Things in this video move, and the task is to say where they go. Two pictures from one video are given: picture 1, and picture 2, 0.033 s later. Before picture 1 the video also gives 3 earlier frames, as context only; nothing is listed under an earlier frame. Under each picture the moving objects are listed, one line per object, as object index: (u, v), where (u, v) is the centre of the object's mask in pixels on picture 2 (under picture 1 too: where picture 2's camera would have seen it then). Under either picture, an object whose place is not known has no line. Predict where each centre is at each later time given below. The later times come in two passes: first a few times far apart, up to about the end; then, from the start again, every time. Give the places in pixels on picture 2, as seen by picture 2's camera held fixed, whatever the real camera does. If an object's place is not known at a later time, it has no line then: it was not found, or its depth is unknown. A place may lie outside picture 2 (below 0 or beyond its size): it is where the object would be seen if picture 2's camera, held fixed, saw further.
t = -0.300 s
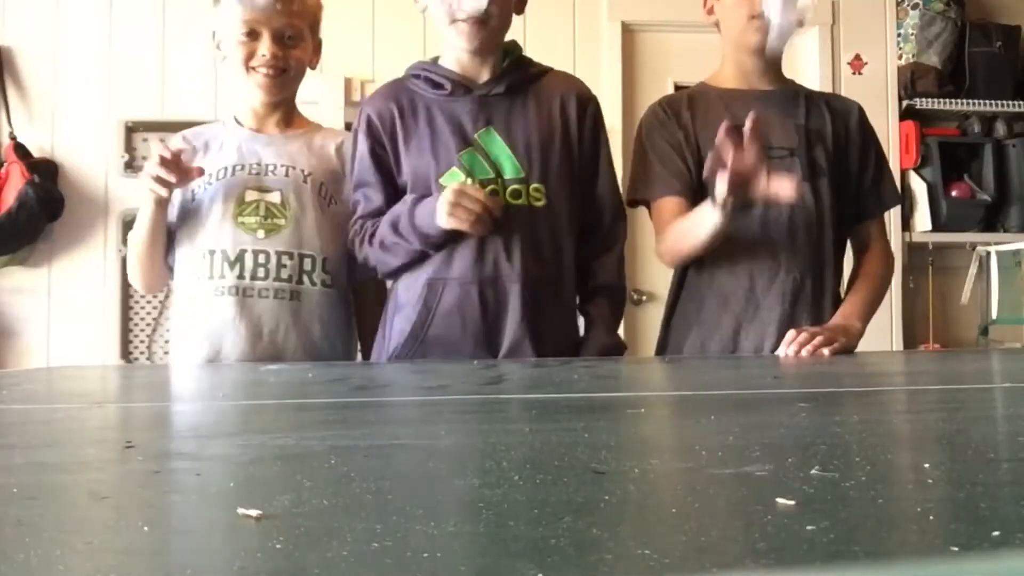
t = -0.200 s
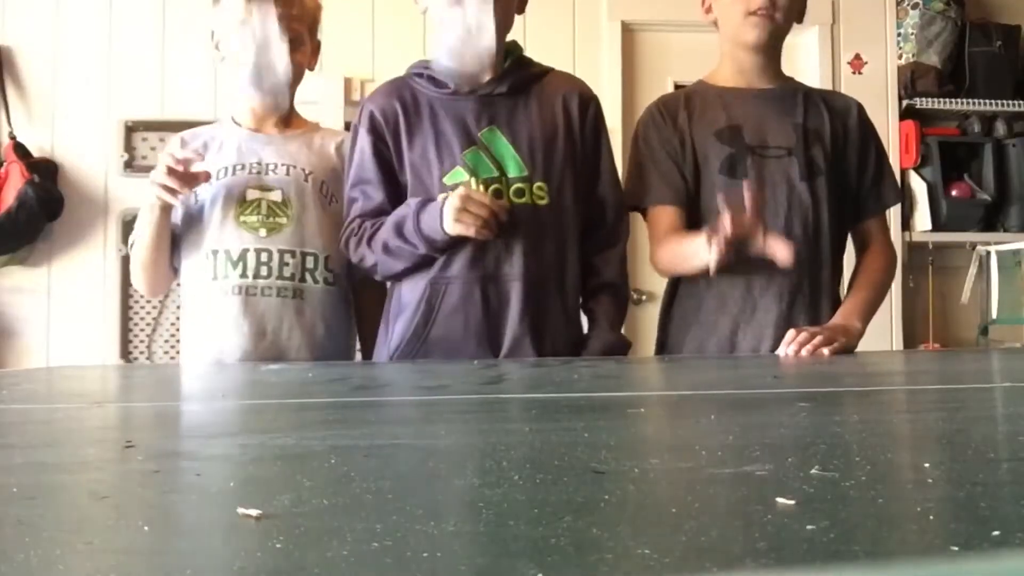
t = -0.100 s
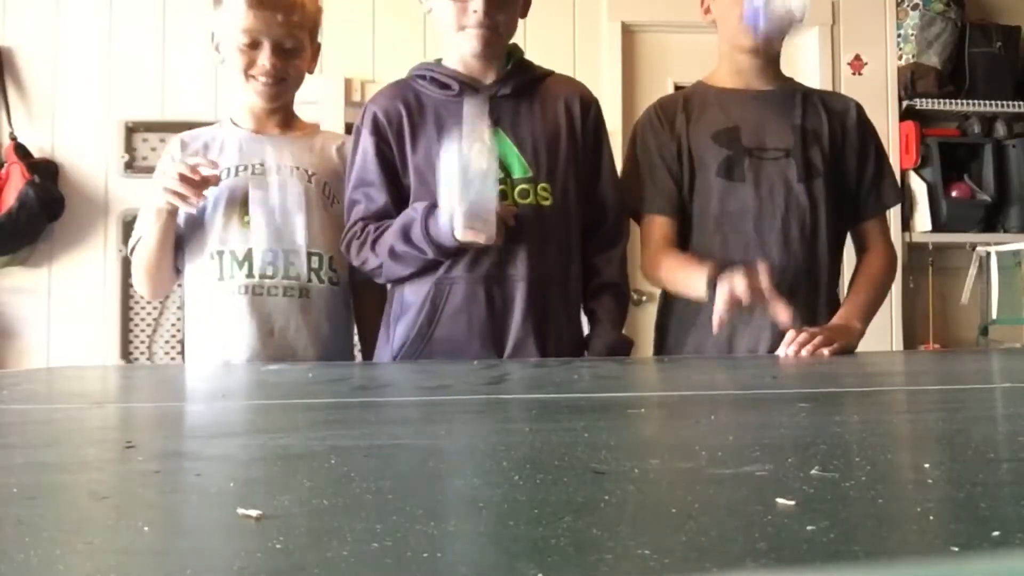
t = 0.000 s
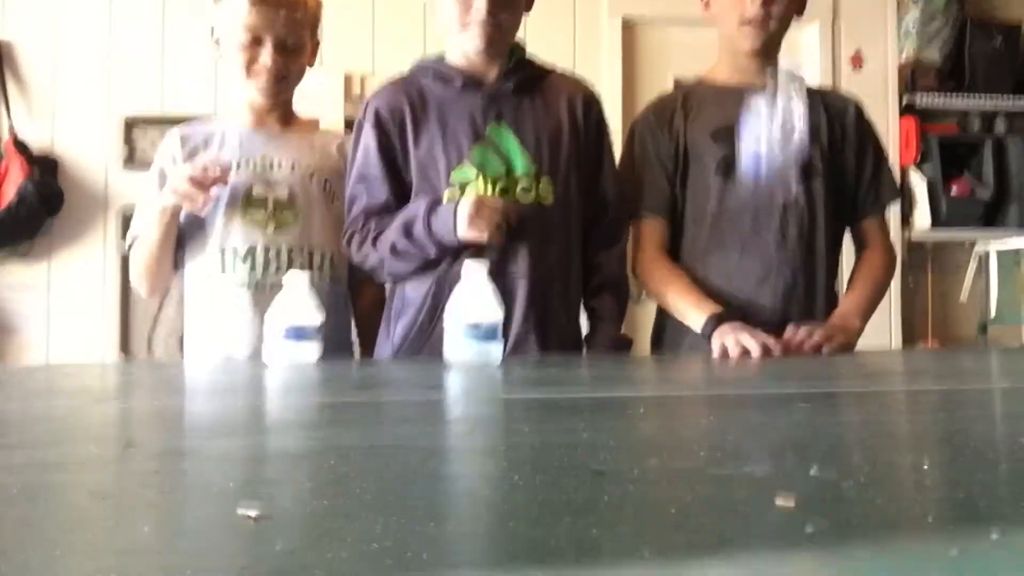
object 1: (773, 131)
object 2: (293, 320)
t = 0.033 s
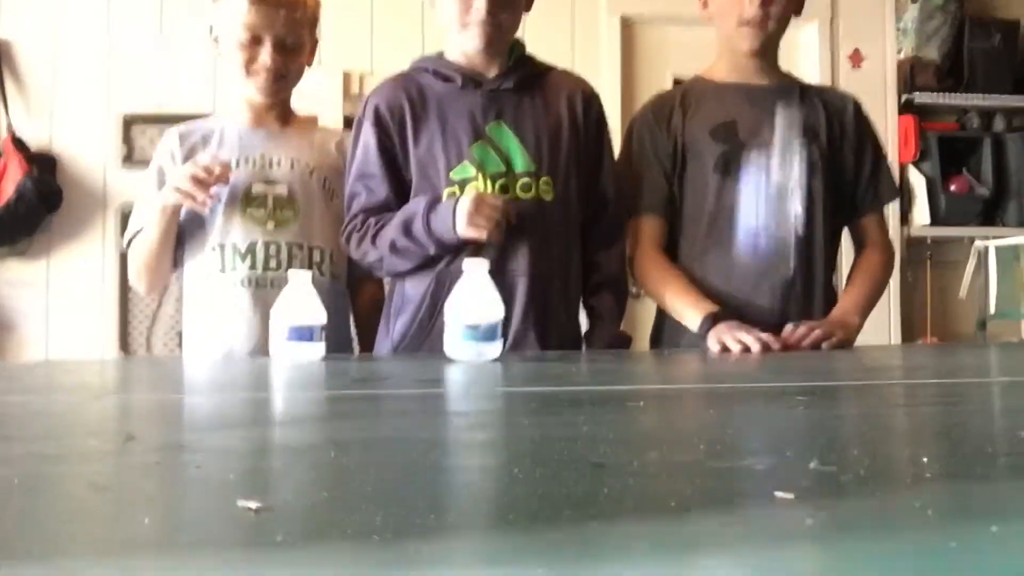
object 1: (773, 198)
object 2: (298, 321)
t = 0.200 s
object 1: (754, 311)
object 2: (304, 321)
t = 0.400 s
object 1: (753, 312)
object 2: (304, 321)
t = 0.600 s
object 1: (753, 312)
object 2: (304, 321)
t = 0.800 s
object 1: (753, 312)
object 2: (304, 321)
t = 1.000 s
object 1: (753, 312)
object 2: (307, 326)
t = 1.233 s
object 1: (753, 312)
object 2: (304, 321)
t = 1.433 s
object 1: (754, 313)
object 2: (304, 321)
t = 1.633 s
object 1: (753, 312)
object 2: (304, 321)
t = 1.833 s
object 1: (753, 312)
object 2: (304, 321)
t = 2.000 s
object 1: (753, 312)
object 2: (304, 321)
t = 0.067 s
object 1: (772, 264)
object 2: (301, 321)
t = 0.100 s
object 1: (767, 308)
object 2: (304, 321)
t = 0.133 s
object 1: (760, 309)
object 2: (304, 322)
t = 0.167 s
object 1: (756, 310)
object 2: (304, 321)
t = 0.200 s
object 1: (754, 311)
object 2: (304, 321)
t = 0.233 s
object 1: (752, 312)
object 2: (304, 321)
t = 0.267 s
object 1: (752, 312)
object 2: (304, 321)
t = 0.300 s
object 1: (753, 312)
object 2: (304, 321)
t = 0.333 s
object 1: (753, 312)
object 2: (304, 321)
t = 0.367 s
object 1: (754, 312)
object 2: (304, 321)
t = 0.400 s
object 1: (753, 312)
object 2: (304, 321)
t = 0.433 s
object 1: (753, 312)
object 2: (304, 321)
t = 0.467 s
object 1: (753, 312)
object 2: (304, 321)
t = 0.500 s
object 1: (753, 312)
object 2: (304, 321)
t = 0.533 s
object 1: (753, 312)
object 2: (304, 321)
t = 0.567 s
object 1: (753, 311)
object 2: (304, 321)
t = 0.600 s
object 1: (753, 312)
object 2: (304, 321)
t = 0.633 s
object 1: (754, 312)
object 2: (304, 321)
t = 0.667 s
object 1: (753, 312)
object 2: (304, 321)
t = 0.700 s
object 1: (753, 312)
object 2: (304, 321)
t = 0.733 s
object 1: (753, 312)
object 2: (304, 321)
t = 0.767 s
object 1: (753, 312)
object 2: (304, 321)
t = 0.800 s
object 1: (753, 312)
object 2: (304, 321)
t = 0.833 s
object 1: (753, 312)
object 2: (304, 321)
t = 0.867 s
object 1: (753, 312)
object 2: (304, 322)
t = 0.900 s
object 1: (753, 312)
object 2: (304, 322)
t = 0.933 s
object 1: (753, 312)
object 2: (306, 322)
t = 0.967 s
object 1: (753, 312)
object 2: (307, 326)
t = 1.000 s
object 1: (753, 312)
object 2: (307, 326)
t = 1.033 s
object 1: (753, 312)
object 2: (306, 324)
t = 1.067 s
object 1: (753, 312)
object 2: (304, 321)
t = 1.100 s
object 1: (753, 312)
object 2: (304, 321)
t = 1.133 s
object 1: (753, 312)
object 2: (304, 321)
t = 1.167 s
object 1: (753, 312)
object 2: (304, 321)
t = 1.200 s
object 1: (754, 313)
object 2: (304, 321)
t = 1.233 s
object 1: (753, 312)
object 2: (304, 321)
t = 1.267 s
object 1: (753, 312)
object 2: (304, 321)
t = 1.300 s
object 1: (753, 312)
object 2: (304, 321)
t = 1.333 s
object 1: (753, 312)
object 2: (304, 321)
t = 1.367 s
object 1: (753, 312)
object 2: (304, 321)
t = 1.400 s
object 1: (753, 312)
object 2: (304, 321)
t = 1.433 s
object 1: (754, 313)
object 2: (304, 321)
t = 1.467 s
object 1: (753, 312)
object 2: (304, 321)
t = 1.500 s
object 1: (753, 312)
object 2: (304, 321)
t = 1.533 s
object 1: (753, 312)
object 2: (304, 321)
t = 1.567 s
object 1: (753, 312)
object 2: (304, 321)
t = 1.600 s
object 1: (753, 312)
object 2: (304, 321)
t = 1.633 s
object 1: (753, 312)
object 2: (304, 321)
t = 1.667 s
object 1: (753, 312)
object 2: (304, 321)
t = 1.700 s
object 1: (753, 313)
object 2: (304, 321)
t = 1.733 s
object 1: (753, 313)
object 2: (304, 321)
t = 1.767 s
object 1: (754, 313)
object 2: (304, 321)
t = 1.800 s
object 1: (753, 313)
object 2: (304, 321)
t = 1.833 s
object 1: (753, 312)
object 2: (304, 321)
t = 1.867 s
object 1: (753, 312)
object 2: (304, 321)
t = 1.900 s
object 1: (753, 312)
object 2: (304, 321)
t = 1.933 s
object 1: (753, 312)
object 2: (304, 321)
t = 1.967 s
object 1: (753, 312)
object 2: (304, 321)
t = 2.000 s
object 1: (753, 312)
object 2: (304, 321)
